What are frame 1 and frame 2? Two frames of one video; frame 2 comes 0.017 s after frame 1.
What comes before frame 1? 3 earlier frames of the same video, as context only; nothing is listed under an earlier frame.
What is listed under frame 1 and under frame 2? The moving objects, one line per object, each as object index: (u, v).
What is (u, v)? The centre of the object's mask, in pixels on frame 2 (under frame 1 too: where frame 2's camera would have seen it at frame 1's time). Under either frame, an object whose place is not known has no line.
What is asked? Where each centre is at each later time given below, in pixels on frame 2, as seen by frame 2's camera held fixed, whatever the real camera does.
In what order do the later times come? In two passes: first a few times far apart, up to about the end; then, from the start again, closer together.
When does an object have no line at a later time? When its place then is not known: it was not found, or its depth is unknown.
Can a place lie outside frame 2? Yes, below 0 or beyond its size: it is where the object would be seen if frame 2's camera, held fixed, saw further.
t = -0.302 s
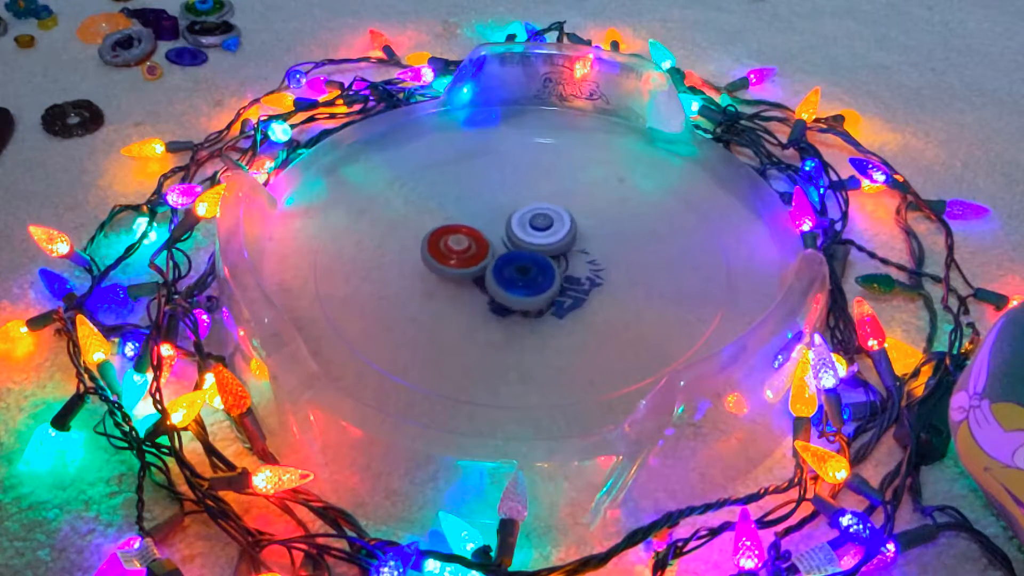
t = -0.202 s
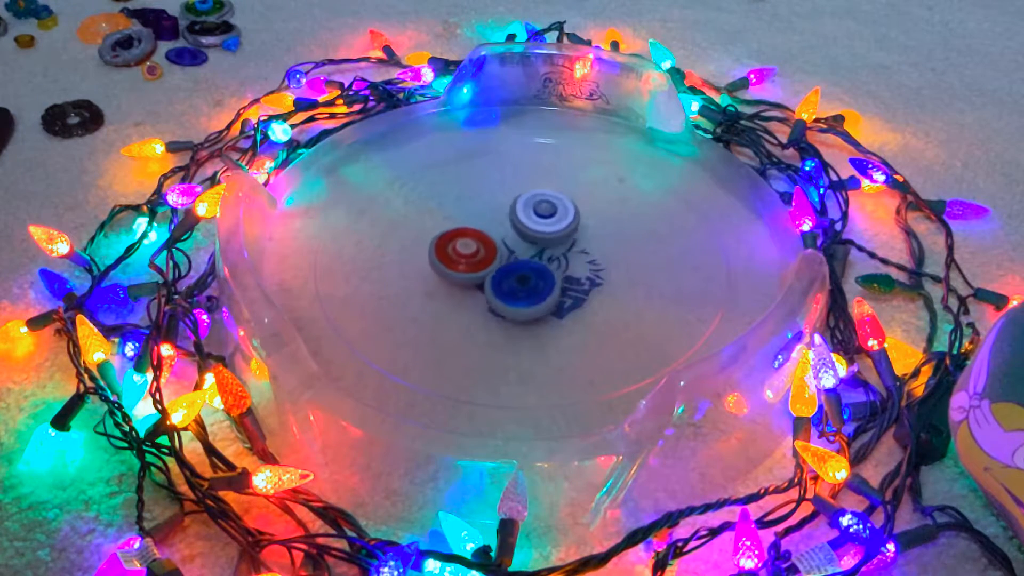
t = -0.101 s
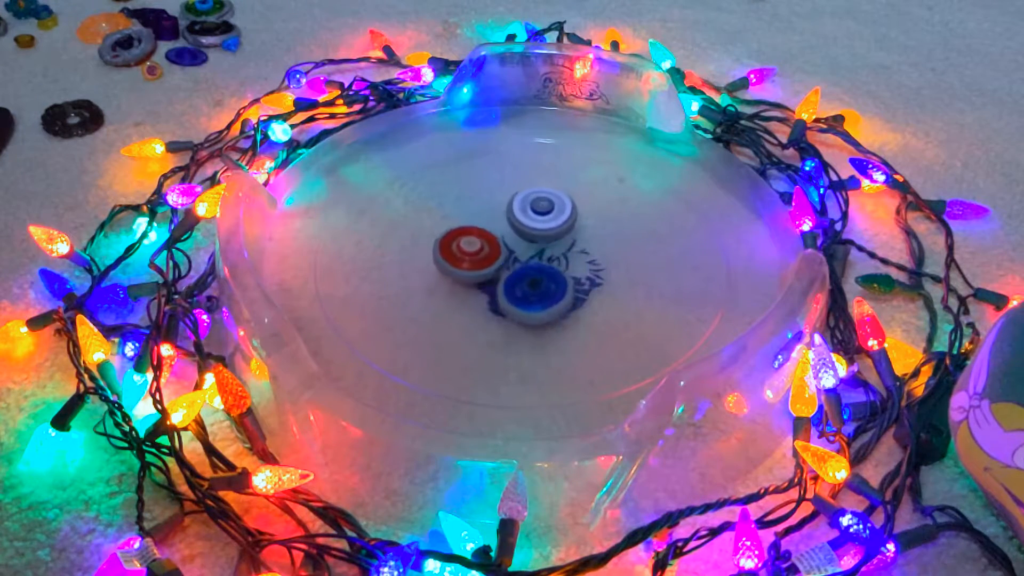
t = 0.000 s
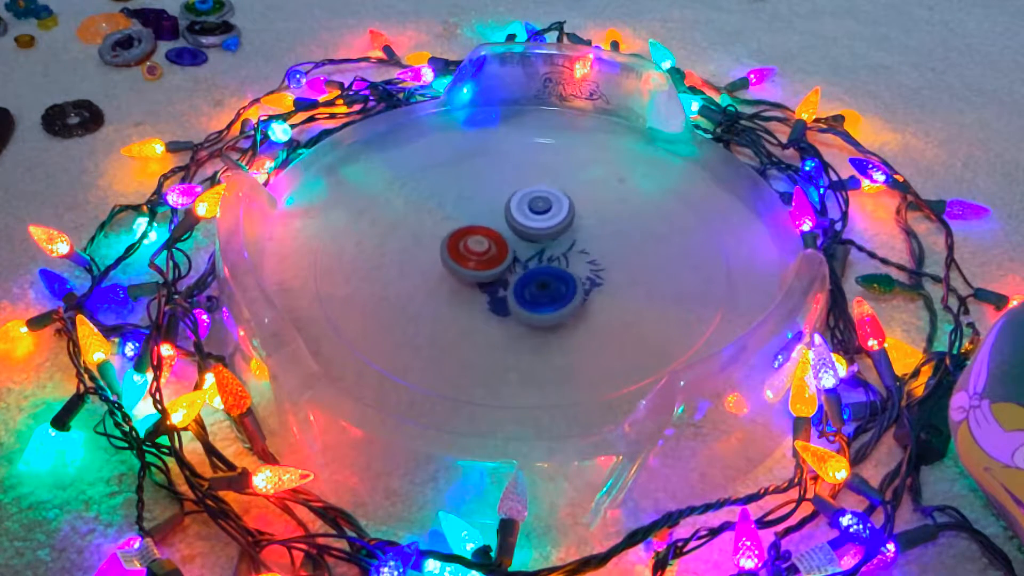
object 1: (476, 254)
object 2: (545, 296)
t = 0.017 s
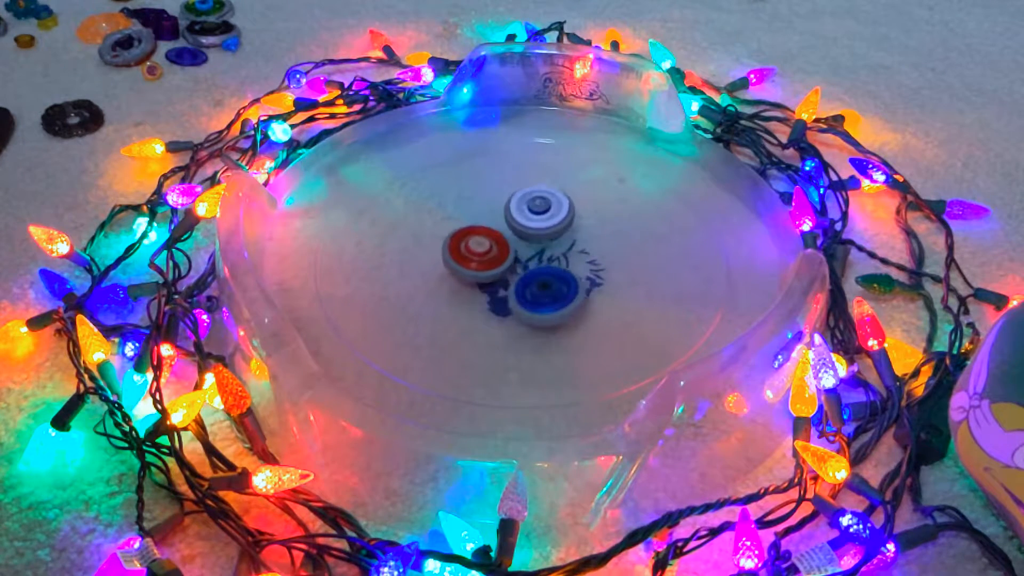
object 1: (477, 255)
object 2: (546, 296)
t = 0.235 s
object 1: (489, 266)
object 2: (557, 296)
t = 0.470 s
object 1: (481, 258)
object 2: (583, 302)
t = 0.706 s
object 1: (475, 268)
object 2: (583, 293)
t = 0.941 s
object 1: (470, 280)
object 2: (567, 275)
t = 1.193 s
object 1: (481, 288)
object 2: (567, 271)
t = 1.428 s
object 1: (497, 285)
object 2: (570, 257)
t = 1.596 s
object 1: (508, 282)
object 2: (569, 247)
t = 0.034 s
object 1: (479, 255)
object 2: (547, 296)
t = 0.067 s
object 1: (483, 255)
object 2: (549, 296)
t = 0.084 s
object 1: (485, 256)
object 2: (550, 296)
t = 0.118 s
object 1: (488, 256)
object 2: (552, 296)
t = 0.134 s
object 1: (490, 256)
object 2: (553, 296)
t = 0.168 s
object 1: (488, 261)
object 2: (554, 296)
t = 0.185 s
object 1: (488, 263)
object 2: (555, 296)
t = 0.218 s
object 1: (488, 265)
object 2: (556, 296)
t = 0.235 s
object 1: (489, 266)
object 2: (557, 296)
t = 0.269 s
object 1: (492, 267)
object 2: (557, 296)
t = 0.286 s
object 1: (493, 268)
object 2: (558, 296)
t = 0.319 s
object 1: (495, 269)
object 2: (558, 295)
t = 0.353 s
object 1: (494, 267)
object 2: (562, 297)
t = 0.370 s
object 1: (489, 263)
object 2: (572, 300)
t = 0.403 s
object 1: (485, 258)
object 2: (580, 302)
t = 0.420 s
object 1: (484, 257)
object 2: (582, 302)
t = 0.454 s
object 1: (482, 257)
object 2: (583, 302)
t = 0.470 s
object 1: (481, 258)
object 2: (583, 302)
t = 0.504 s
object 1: (480, 258)
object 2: (584, 301)
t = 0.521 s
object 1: (480, 259)
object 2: (585, 301)
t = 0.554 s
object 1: (480, 260)
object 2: (585, 300)
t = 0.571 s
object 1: (479, 261)
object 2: (585, 300)
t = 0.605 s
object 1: (479, 262)
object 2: (585, 298)
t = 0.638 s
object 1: (477, 265)
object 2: (585, 296)
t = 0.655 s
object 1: (476, 266)
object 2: (585, 296)
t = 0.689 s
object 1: (475, 267)
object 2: (584, 294)
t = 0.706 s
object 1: (475, 268)
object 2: (583, 293)
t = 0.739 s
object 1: (474, 269)
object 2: (582, 292)
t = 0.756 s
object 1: (474, 270)
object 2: (581, 291)
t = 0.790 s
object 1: (474, 271)
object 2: (580, 288)
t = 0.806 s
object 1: (474, 272)
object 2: (579, 286)
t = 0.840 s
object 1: (474, 272)
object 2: (577, 285)
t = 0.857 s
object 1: (473, 274)
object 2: (576, 283)
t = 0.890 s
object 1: (469, 277)
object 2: (573, 280)
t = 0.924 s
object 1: (469, 279)
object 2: (569, 277)
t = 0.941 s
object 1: (470, 280)
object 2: (567, 275)
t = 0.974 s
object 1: (470, 281)
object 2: (568, 276)
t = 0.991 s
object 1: (471, 281)
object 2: (570, 277)
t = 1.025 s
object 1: (472, 282)
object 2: (570, 279)
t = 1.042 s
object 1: (473, 283)
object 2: (570, 278)
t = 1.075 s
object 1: (474, 284)
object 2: (568, 277)
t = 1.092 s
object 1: (474, 285)
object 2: (568, 276)
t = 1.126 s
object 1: (476, 286)
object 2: (568, 274)
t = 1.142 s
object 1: (477, 287)
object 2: (568, 274)
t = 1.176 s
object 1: (479, 287)
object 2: (568, 272)
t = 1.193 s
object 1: (481, 288)
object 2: (567, 271)
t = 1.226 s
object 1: (483, 288)
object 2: (568, 270)
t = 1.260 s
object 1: (486, 288)
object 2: (567, 268)
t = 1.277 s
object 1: (488, 288)
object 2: (566, 267)
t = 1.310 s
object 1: (491, 287)
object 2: (566, 265)
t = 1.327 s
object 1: (492, 287)
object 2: (565, 264)
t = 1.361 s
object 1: (495, 287)
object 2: (565, 263)
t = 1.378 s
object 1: (495, 286)
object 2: (566, 262)
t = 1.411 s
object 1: (496, 285)
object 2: (569, 258)
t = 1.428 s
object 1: (497, 285)
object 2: (570, 257)
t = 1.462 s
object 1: (499, 284)
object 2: (570, 254)
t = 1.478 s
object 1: (499, 284)
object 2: (570, 253)
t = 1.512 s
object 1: (502, 283)
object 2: (569, 251)
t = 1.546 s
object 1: (505, 283)
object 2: (569, 250)
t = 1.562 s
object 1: (505, 283)
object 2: (569, 249)
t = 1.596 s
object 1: (508, 282)
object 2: (569, 247)
